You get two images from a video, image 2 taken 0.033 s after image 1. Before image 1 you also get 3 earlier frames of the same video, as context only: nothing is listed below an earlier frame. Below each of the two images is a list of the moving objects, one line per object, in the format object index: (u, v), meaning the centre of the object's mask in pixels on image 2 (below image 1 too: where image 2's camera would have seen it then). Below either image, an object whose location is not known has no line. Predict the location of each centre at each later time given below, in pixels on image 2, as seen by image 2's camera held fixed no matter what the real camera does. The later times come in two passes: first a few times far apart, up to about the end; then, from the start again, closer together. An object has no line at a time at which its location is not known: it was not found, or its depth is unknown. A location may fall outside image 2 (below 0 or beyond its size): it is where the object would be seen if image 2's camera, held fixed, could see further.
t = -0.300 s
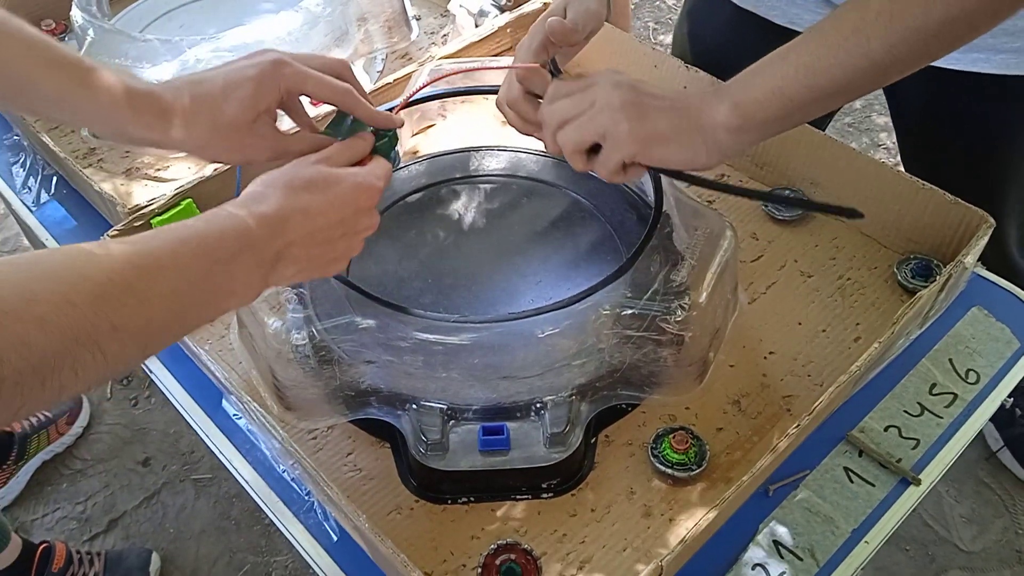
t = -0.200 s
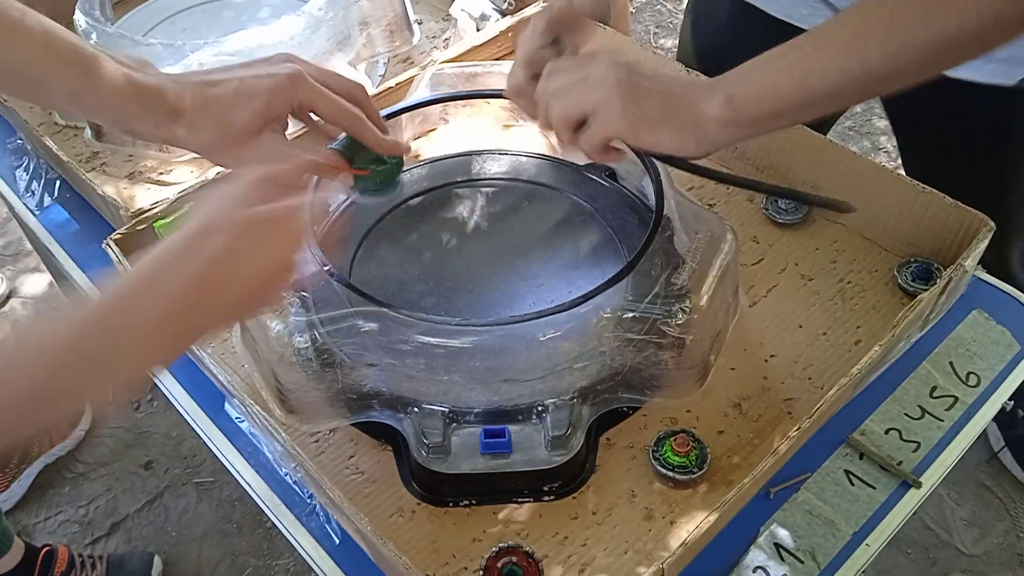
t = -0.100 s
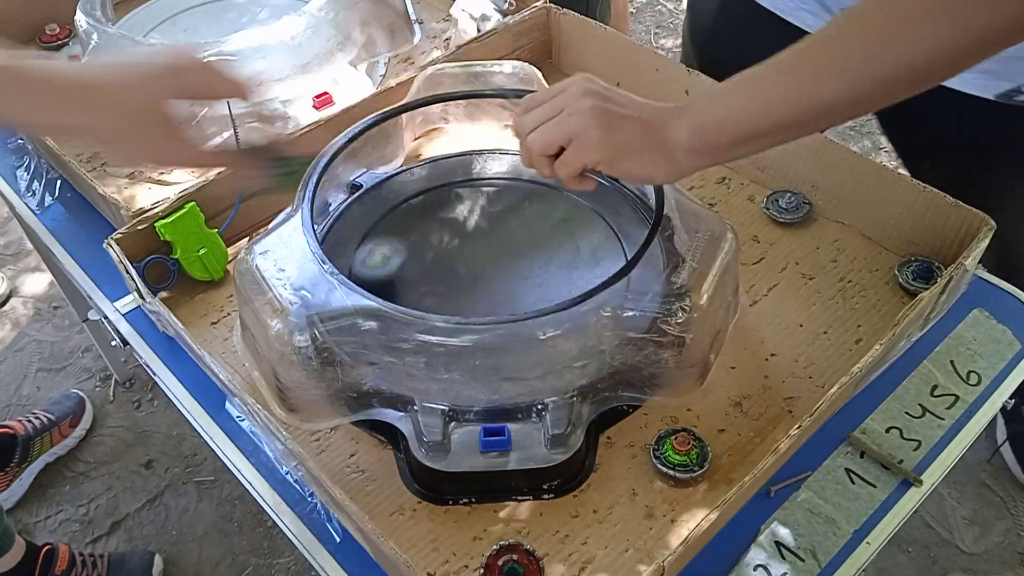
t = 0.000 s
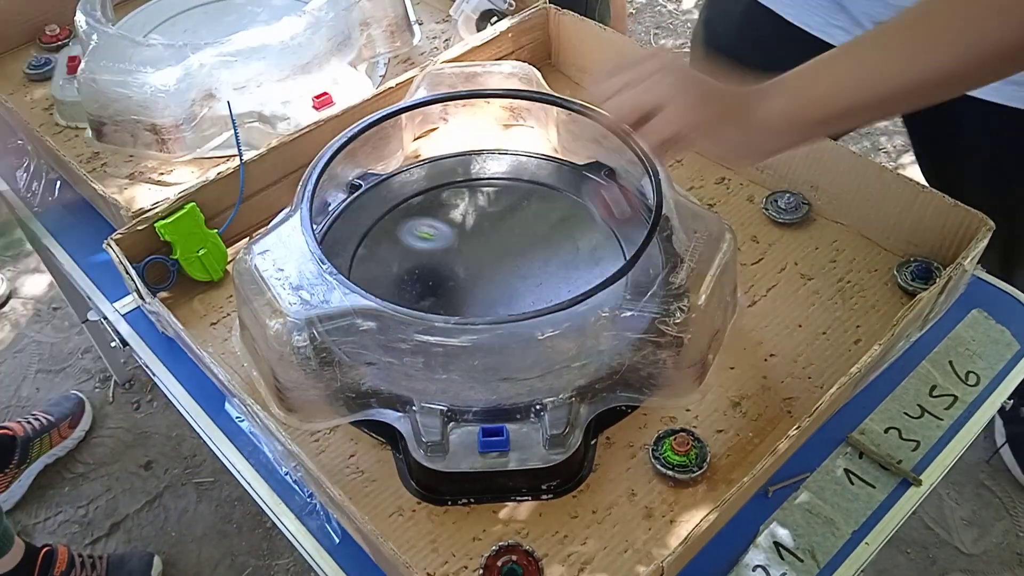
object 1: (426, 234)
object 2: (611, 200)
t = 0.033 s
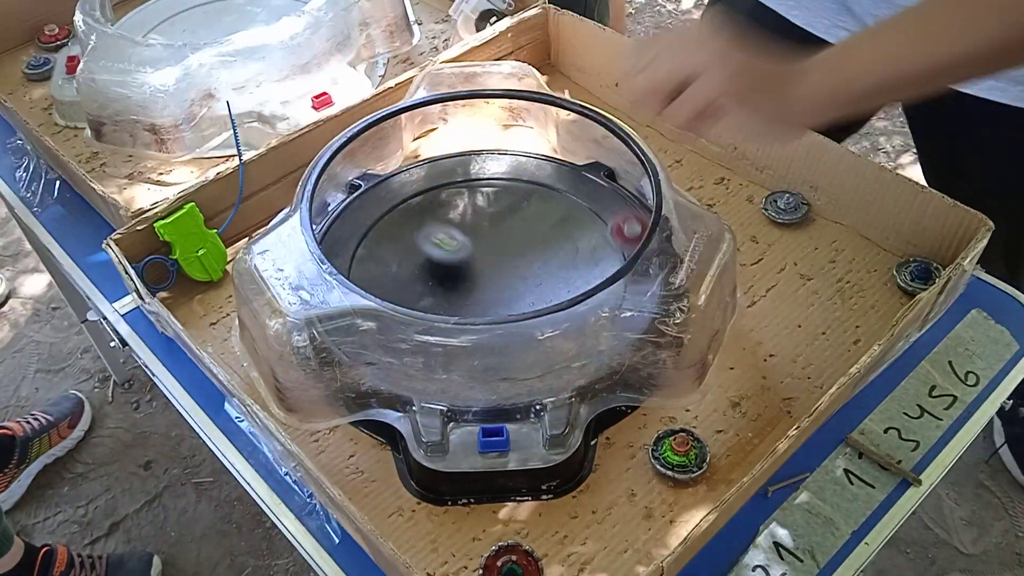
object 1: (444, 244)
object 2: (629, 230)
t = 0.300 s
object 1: (539, 249)
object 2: (610, 246)
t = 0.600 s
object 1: (467, 242)
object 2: (501, 301)
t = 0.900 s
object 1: (492, 277)
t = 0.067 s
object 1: (460, 242)
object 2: (630, 218)
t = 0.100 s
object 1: (476, 237)
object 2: (631, 213)
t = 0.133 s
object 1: (495, 244)
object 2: (630, 216)
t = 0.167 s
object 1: (508, 247)
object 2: (629, 230)
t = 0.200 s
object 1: (521, 247)
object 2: (624, 244)
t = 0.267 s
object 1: (531, 246)
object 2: (616, 242)
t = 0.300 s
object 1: (539, 249)
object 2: (610, 246)
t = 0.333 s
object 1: (544, 251)
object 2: (601, 258)
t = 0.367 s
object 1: (544, 251)
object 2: (589, 259)
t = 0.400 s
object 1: (537, 252)
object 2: (575, 262)
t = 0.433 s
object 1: (526, 243)
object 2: (562, 263)
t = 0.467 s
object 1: (515, 244)
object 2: (550, 272)
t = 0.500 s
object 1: (503, 245)
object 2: (539, 289)
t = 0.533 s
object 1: (492, 244)
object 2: (527, 291)
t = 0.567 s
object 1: (480, 242)
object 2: (514, 296)
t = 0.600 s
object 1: (467, 242)
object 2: (501, 301)
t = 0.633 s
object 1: (456, 244)
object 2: (490, 302)
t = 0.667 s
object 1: (448, 249)
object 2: (478, 303)
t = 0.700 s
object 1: (443, 256)
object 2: (469, 304)
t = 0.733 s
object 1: (442, 266)
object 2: (461, 303)
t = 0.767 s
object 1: (444, 273)
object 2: (456, 303)
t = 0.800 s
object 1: (456, 272)
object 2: (448, 302)
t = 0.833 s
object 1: (466, 274)
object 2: (443, 304)
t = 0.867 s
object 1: (479, 275)
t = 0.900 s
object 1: (492, 277)
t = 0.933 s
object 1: (506, 277)
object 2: (426, 352)
